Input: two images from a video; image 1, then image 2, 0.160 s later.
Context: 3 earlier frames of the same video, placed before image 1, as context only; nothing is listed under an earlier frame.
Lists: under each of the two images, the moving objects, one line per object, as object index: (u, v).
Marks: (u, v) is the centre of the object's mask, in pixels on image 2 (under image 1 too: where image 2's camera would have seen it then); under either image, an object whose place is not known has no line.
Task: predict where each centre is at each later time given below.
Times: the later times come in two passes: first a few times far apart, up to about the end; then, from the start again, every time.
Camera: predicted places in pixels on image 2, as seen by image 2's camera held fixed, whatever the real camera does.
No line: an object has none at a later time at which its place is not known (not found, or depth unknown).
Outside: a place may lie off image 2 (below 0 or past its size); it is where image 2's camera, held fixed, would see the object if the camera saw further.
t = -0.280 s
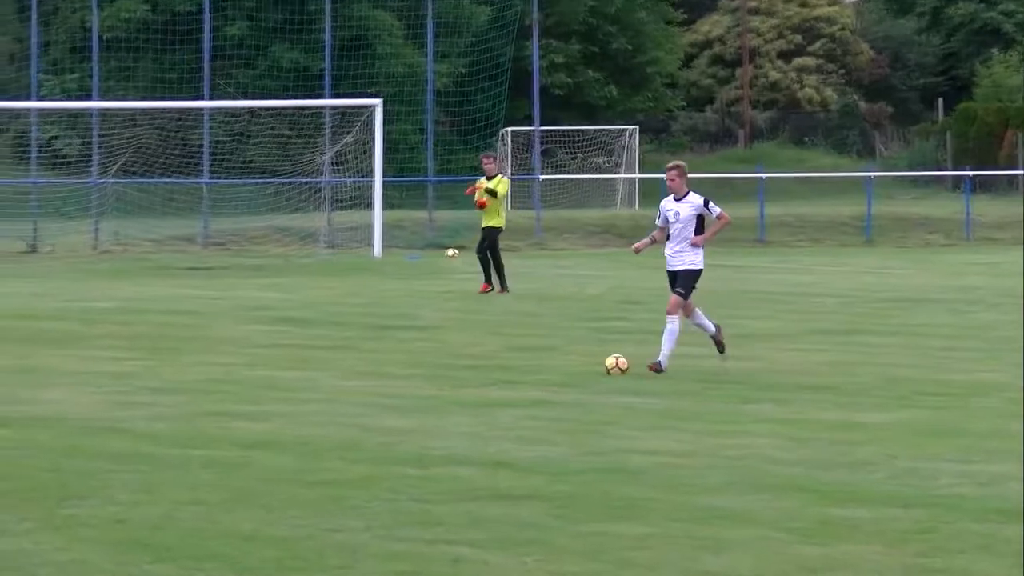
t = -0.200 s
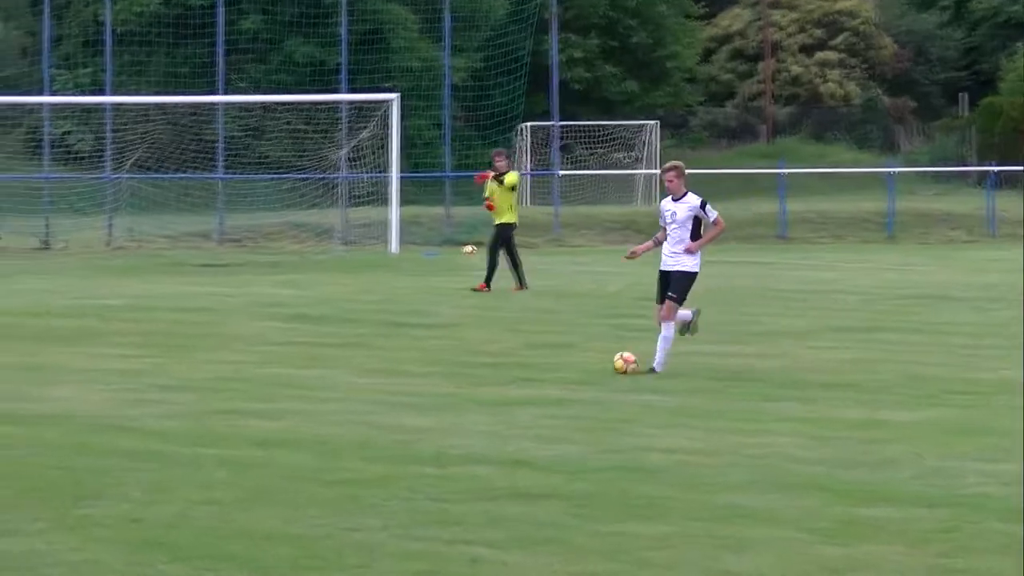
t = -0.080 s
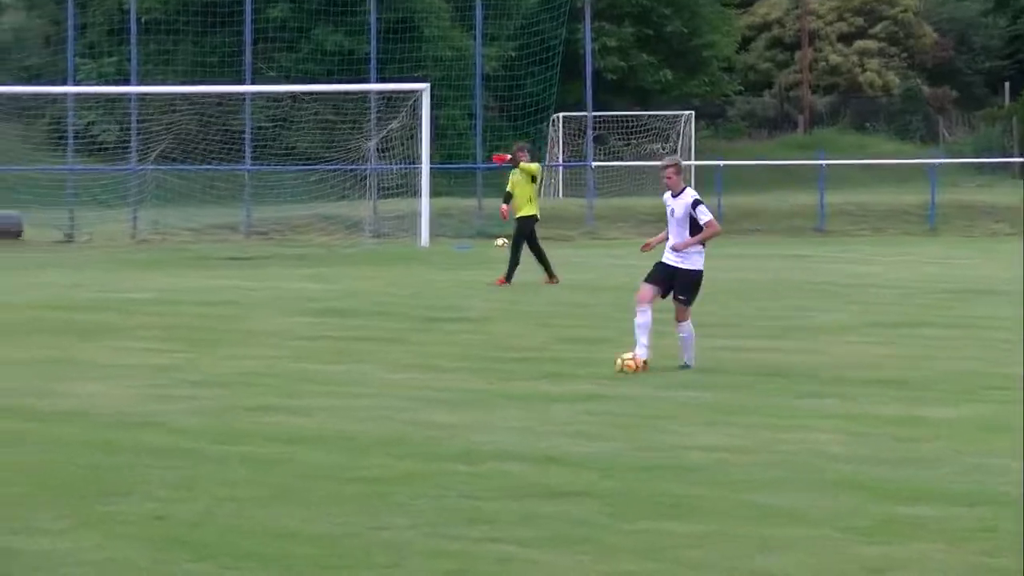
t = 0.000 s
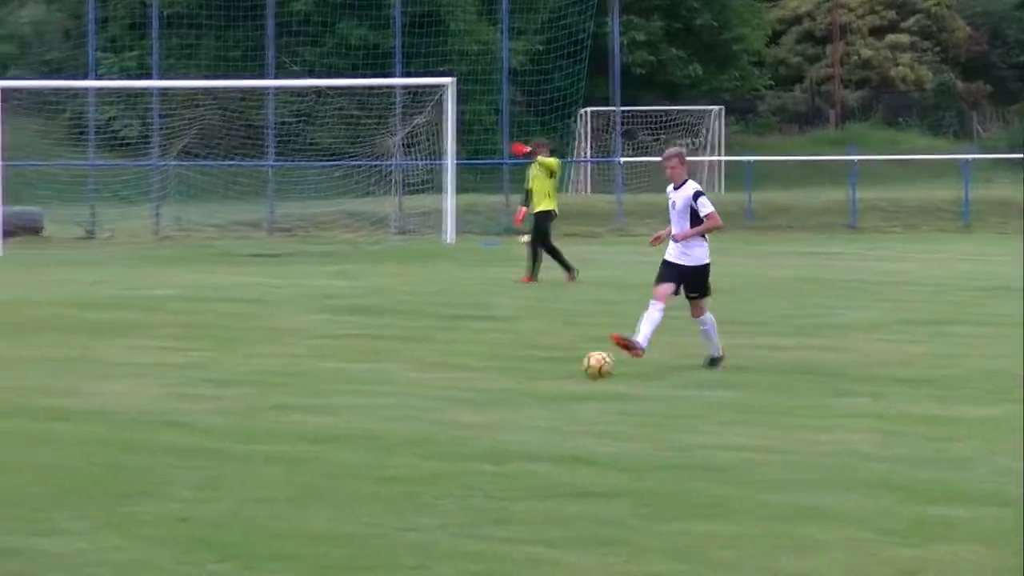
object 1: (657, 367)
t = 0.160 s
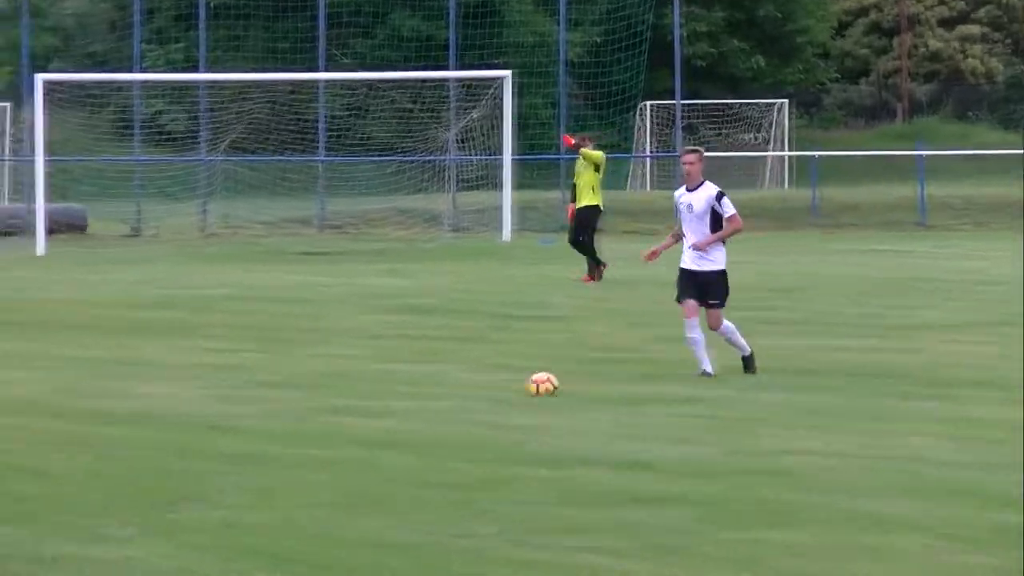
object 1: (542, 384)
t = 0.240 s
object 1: (490, 382)
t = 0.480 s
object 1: (340, 404)
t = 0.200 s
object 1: (513, 384)
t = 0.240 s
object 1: (490, 382)
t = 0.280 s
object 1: (467, 382)
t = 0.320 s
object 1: (437, 384)
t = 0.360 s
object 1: (415, 389)
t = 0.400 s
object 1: (387, 396)
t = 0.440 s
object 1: (361, 405)
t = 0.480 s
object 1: (340, 404)
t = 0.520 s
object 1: (317, 400)
